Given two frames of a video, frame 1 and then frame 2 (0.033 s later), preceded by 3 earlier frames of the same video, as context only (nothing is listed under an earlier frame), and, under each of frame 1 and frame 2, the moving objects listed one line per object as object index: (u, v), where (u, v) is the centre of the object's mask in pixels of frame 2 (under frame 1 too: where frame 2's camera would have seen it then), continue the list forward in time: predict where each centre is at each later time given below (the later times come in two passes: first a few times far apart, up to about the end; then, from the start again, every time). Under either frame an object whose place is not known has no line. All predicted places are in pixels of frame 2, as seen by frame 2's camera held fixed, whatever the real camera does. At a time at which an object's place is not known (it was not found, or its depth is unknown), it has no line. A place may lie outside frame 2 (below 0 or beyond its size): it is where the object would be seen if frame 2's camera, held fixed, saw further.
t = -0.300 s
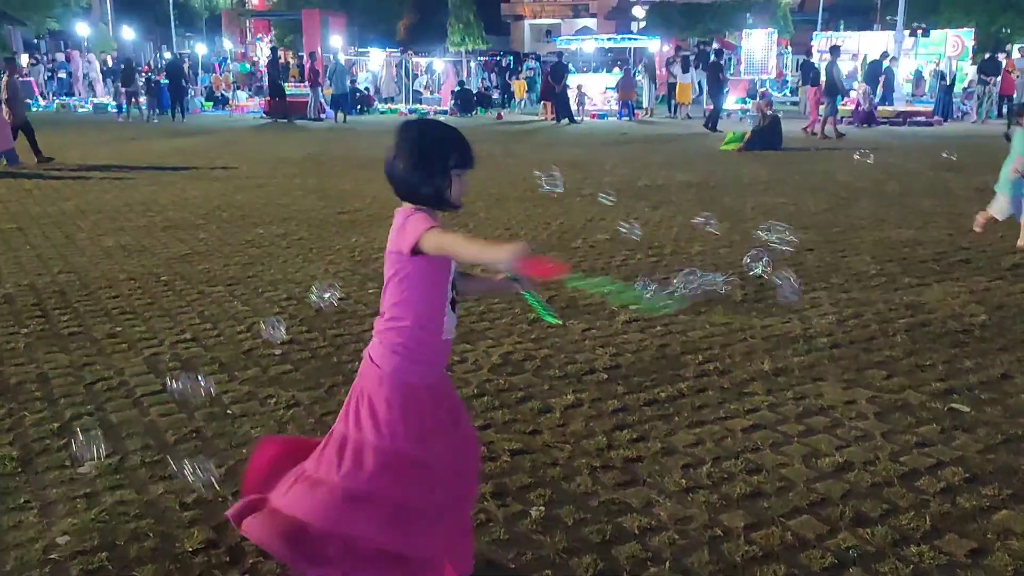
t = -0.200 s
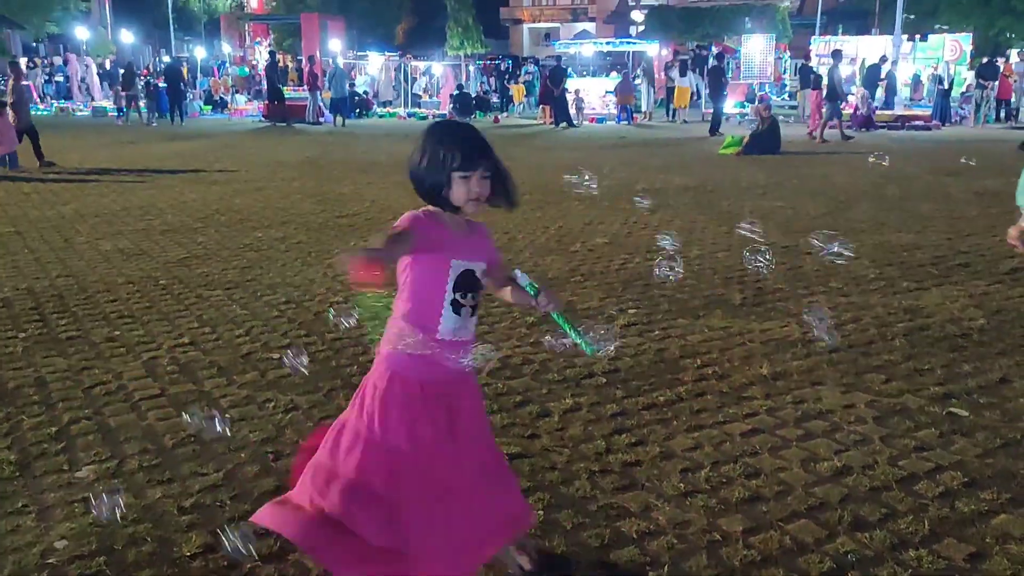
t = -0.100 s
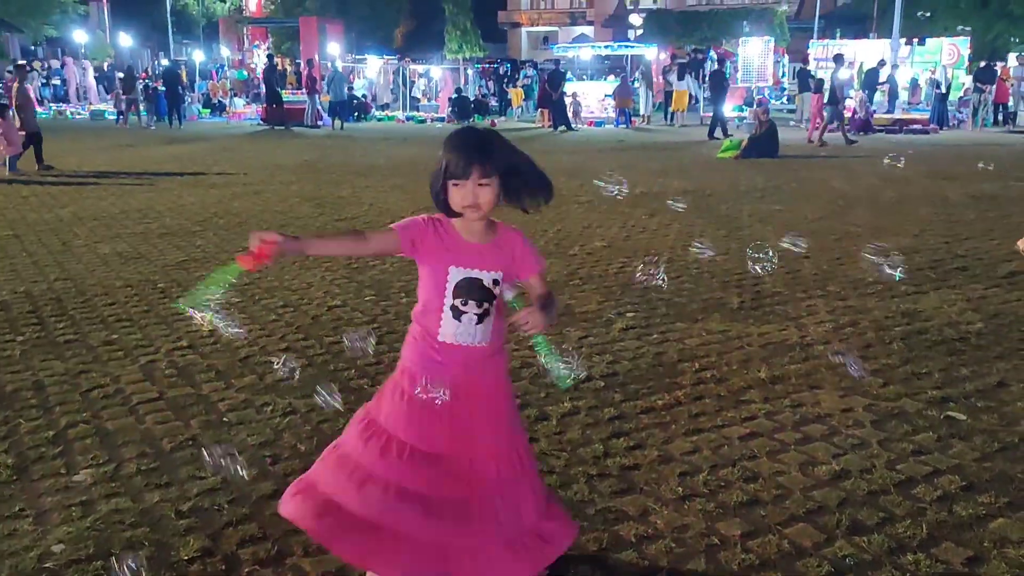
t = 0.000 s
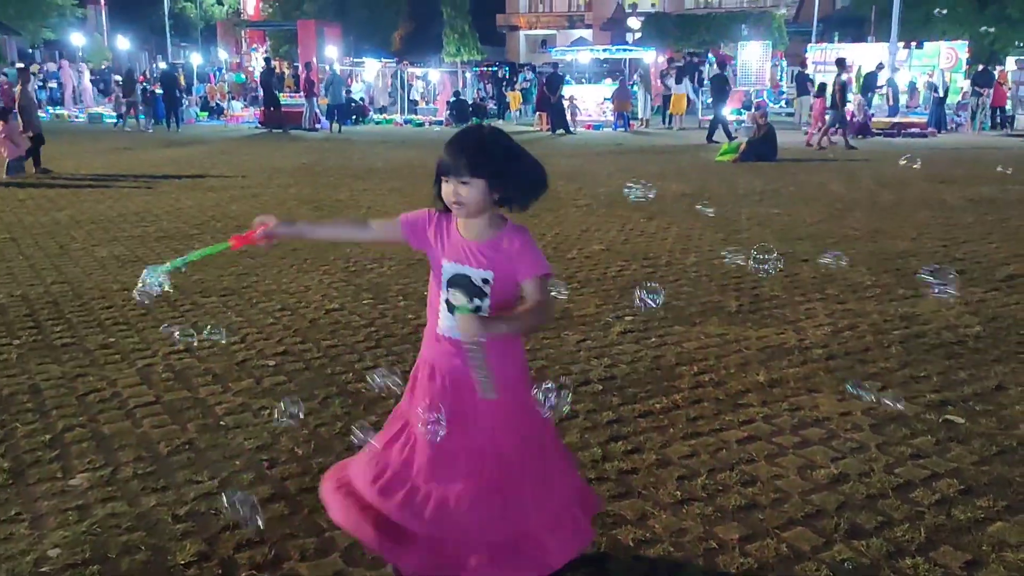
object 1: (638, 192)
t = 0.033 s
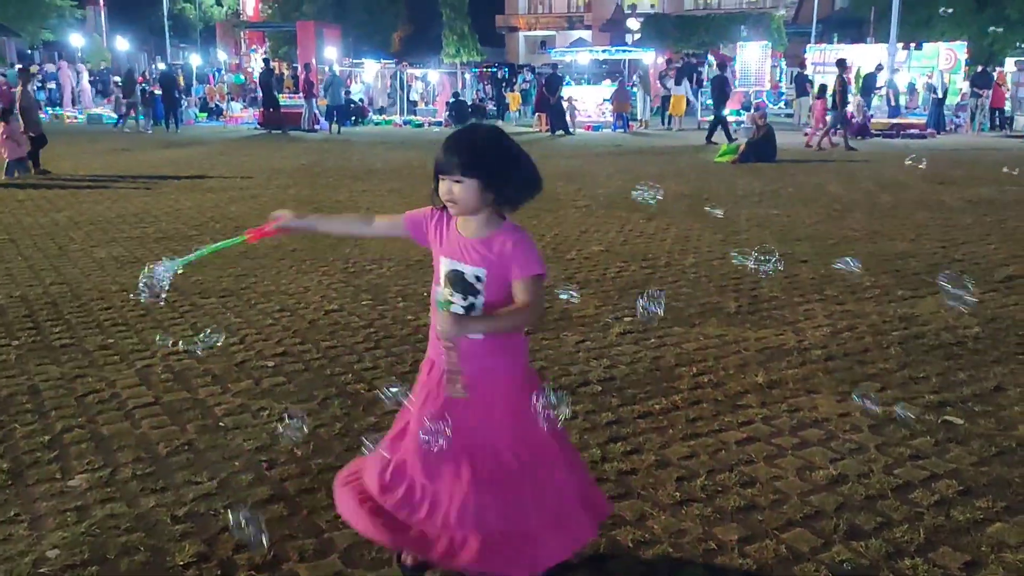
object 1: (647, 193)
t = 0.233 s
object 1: (700, 201)
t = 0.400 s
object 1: (746, 209)
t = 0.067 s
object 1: (657, 194)
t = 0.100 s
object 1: (665, 195)
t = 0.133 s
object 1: (674, 198)
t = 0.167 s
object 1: (682, 198)
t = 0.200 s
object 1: (692, 199)
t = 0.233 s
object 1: (700, 201)
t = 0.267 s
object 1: (709, 203)
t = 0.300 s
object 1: (718, 204)
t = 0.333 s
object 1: (727, 206)
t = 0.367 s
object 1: (736, 208)
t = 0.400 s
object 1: (746, 209)
